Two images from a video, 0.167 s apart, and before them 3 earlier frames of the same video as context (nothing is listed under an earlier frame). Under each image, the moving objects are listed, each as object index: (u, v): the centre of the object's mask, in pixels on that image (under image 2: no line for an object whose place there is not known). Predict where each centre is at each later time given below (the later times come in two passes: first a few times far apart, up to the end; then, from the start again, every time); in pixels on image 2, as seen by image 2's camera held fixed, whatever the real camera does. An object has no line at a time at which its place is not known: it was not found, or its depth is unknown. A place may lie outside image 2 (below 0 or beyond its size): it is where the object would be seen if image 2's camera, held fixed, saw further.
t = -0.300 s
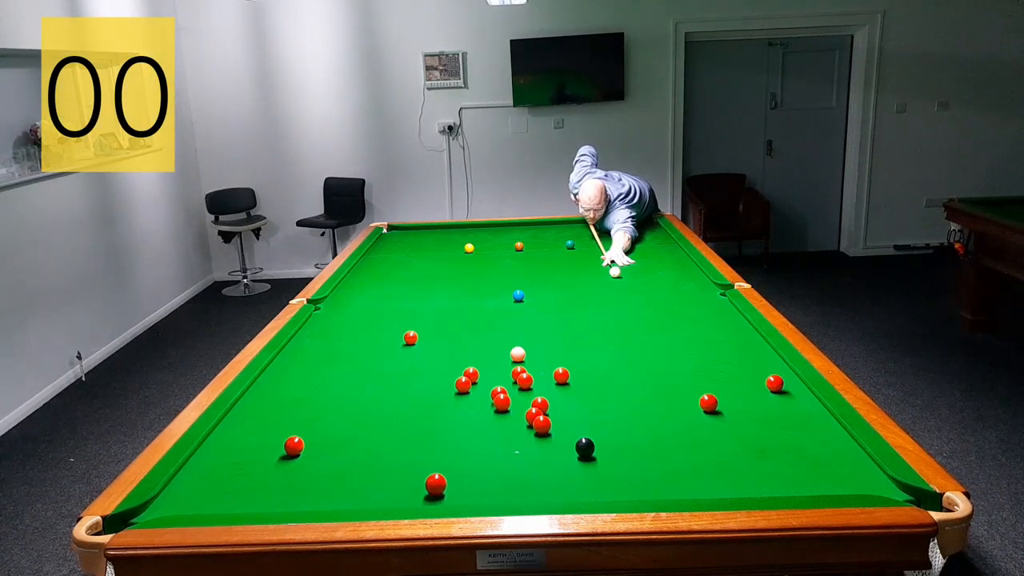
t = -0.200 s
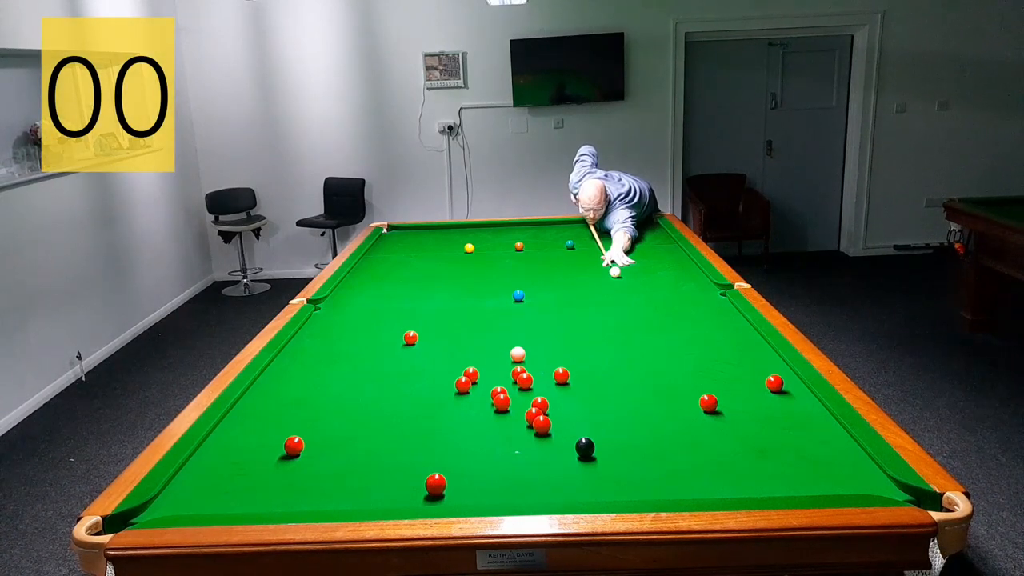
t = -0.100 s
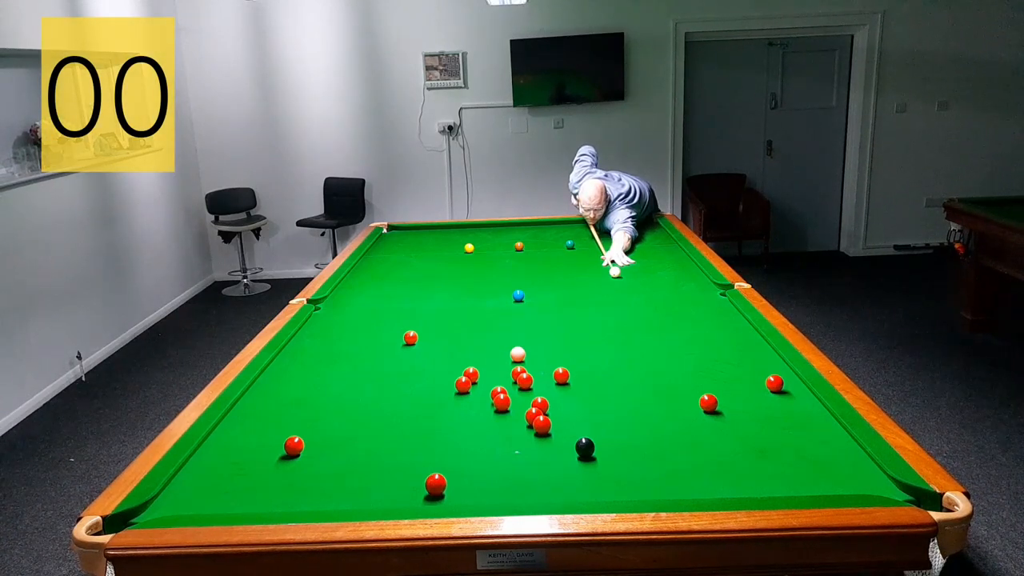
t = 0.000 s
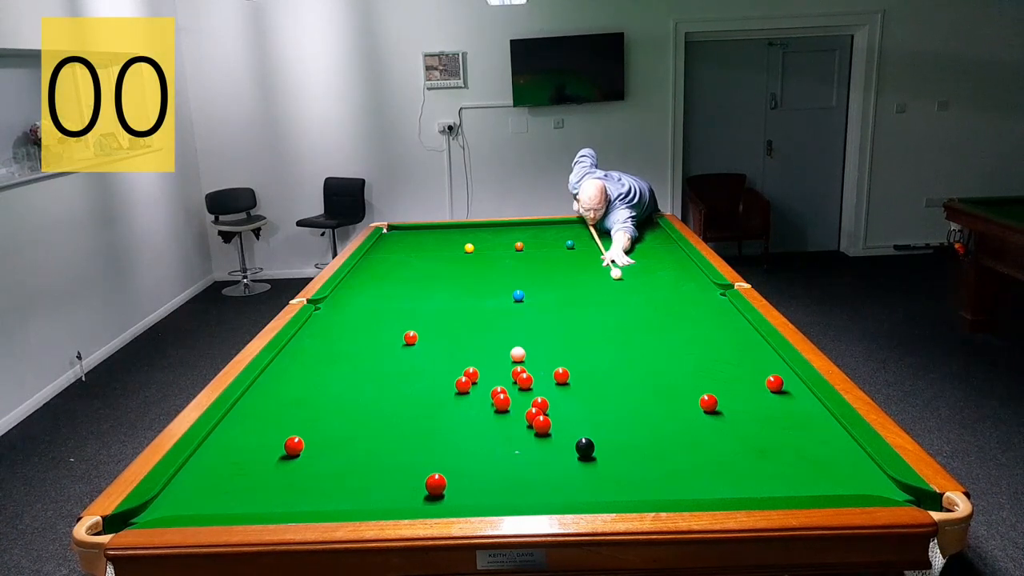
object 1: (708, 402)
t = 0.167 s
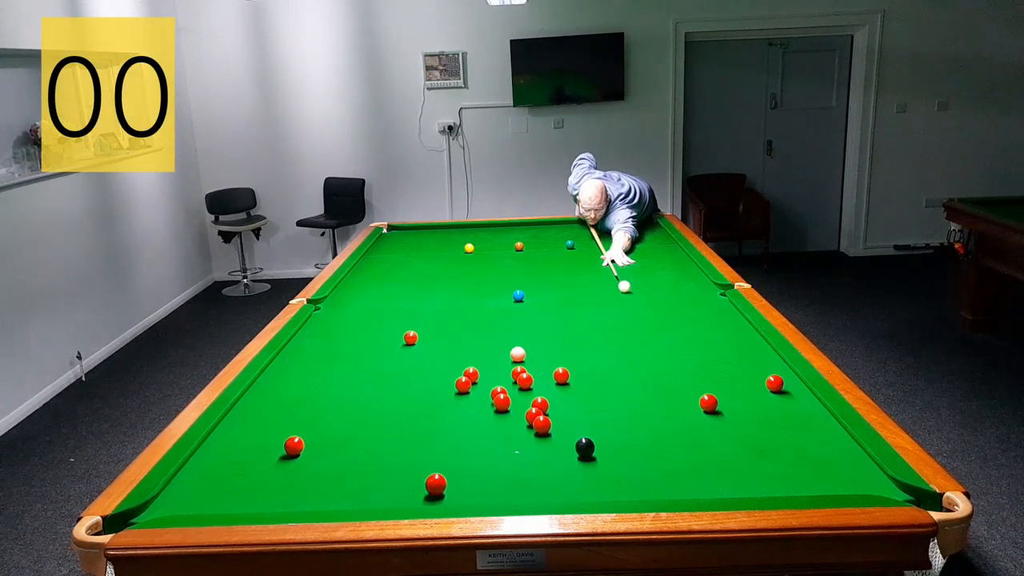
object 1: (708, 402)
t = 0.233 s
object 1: (708, 402)
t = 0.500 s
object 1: (708, 402)
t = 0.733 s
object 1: (708, 402)
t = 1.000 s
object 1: (708, 402)
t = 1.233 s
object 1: (708, 402)
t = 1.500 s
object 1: (727, 411)
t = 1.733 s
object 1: (758, 425)
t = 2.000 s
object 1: (795, 441)
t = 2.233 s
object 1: (827, 456)
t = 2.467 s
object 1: (860, 471)
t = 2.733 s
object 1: (897, 489)
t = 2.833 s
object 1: (909, 497)
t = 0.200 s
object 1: (708, 402)
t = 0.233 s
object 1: (708, 402)
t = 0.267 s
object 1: (708, 402)
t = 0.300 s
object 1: (708, 402)
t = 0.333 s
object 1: (708, 402)
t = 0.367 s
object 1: (708, 402)
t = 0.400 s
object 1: (708, 402)
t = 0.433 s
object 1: (708, 402)
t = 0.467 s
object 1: (708, 402)
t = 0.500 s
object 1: (708, 402)
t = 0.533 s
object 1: (708, 402)
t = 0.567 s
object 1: (708, 402)
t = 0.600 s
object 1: (709, 402)
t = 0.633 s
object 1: (708, 402)
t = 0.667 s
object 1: (709, 402)
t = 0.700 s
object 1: (709, 402)
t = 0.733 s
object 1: (708, 402)
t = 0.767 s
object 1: (708, 402)
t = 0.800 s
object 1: (708, 402)
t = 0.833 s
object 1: (708, 402)
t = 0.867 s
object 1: (708, 402)
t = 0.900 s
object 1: (708, 402)
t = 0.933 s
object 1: (708, 402)
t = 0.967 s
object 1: (709, 402)
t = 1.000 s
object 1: (708, 402)
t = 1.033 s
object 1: (708, 402)
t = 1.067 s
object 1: (708, 402)
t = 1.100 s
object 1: (708, 402)
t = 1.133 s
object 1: (708, 402)
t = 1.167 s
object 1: (708, 402)
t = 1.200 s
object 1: (708, 402)
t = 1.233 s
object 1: (708, 402)
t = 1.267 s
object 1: (708, 402)
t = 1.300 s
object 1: (709, 402)
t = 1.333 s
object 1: (708, 402)
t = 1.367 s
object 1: (708, 402)
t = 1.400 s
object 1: (711, 403)
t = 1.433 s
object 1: (717, 406)
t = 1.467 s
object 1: (722, 408)
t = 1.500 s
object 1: (727, 411)
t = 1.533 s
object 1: (731, 412)
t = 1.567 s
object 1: (736, 415)
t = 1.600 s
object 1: (740, 417)
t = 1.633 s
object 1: (745, 418)
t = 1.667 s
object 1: (749, 421)
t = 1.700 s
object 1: (754, 423)
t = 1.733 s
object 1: (758, 425)
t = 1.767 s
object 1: (763, 427)
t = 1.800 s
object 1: (767, 428)
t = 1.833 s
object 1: (771, 431)
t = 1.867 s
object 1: (776, 433)
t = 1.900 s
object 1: (780, 435)
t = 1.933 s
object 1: (785, 437)
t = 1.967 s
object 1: (790, 439)
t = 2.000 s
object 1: (795, 441)
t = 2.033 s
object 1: (799, 443)
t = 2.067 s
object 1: (804, 445)
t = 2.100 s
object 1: (808, 447)
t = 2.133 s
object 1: (813, 449)
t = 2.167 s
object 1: (817, 451)
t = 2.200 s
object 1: (822, 454)
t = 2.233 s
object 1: (827, 456)
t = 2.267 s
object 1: (832, 458)
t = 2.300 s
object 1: (837, 460)
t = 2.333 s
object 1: (841, 462)
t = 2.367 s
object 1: (846, 464)
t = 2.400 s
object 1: (851, 466)
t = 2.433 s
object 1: (855, 469)
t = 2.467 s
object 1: (860, 471)
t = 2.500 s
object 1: (865, 473)
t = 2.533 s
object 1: (870, 476)
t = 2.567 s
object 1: (875, 478)
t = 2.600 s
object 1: (880, 480)
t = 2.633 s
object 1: (884, 482)
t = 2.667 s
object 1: (890, 484)
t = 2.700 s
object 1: (894, 487)
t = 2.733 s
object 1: (897, 489)
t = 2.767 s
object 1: (900, 490)
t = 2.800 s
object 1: (905, 493)
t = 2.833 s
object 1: (909, 497)
